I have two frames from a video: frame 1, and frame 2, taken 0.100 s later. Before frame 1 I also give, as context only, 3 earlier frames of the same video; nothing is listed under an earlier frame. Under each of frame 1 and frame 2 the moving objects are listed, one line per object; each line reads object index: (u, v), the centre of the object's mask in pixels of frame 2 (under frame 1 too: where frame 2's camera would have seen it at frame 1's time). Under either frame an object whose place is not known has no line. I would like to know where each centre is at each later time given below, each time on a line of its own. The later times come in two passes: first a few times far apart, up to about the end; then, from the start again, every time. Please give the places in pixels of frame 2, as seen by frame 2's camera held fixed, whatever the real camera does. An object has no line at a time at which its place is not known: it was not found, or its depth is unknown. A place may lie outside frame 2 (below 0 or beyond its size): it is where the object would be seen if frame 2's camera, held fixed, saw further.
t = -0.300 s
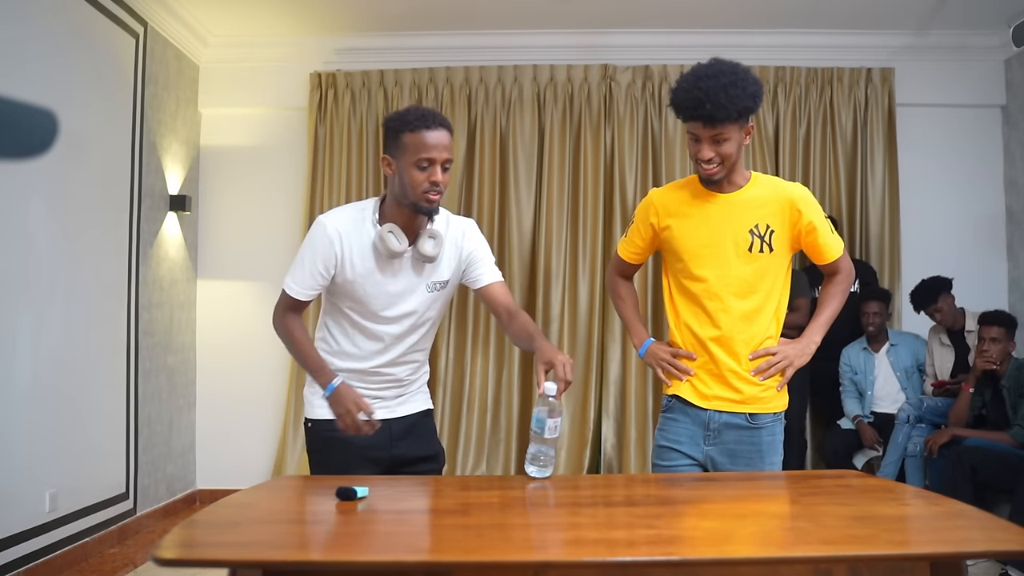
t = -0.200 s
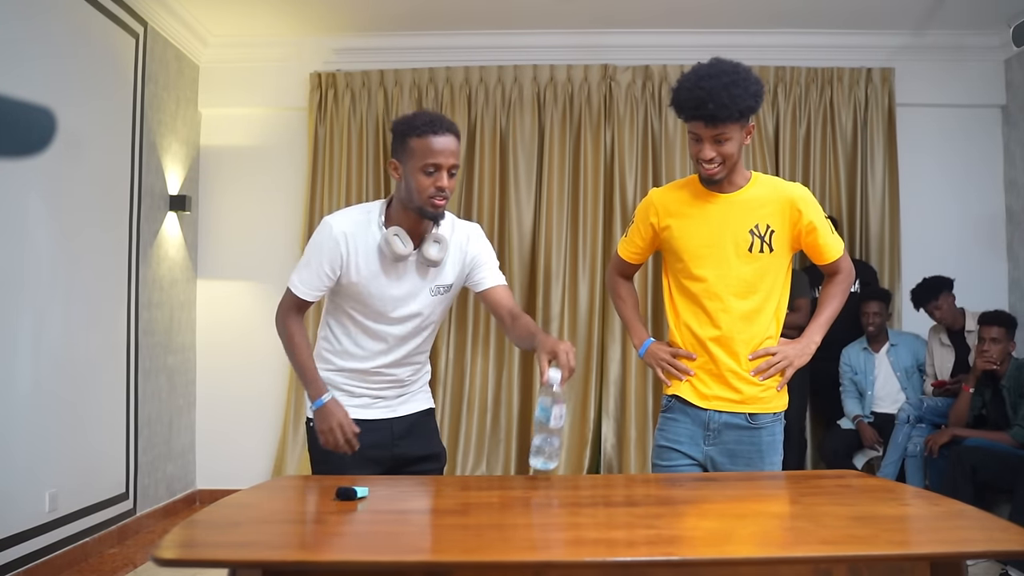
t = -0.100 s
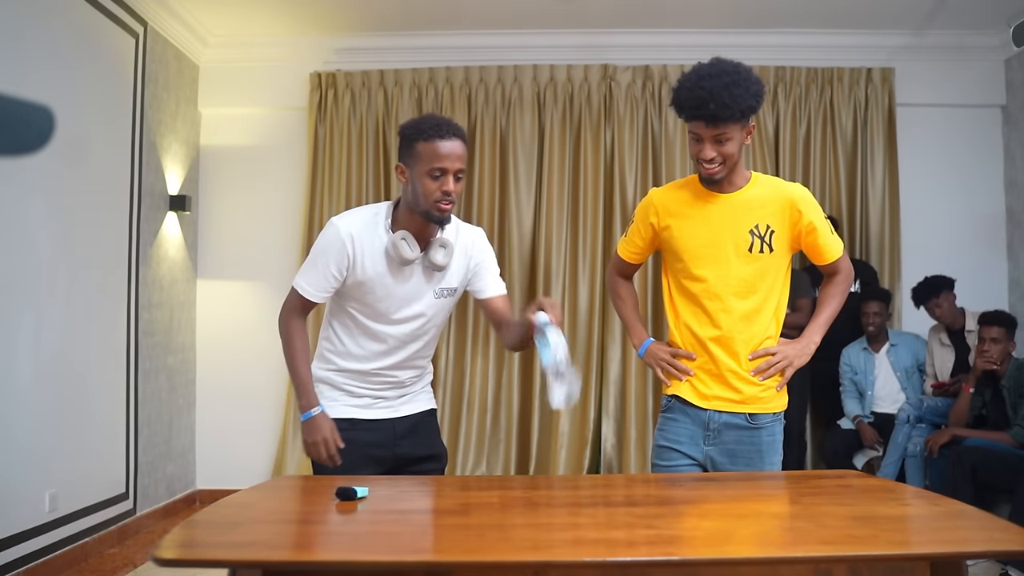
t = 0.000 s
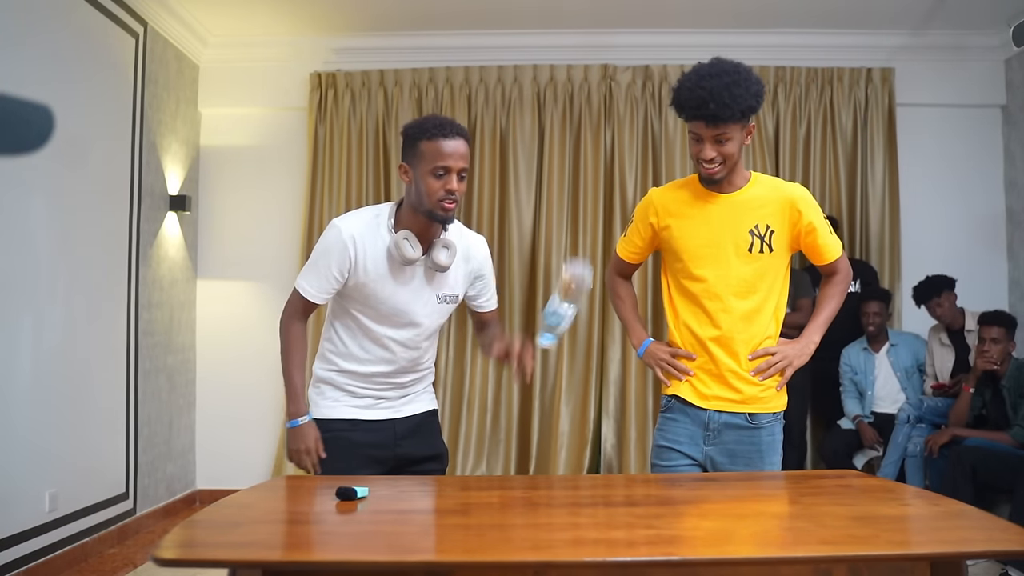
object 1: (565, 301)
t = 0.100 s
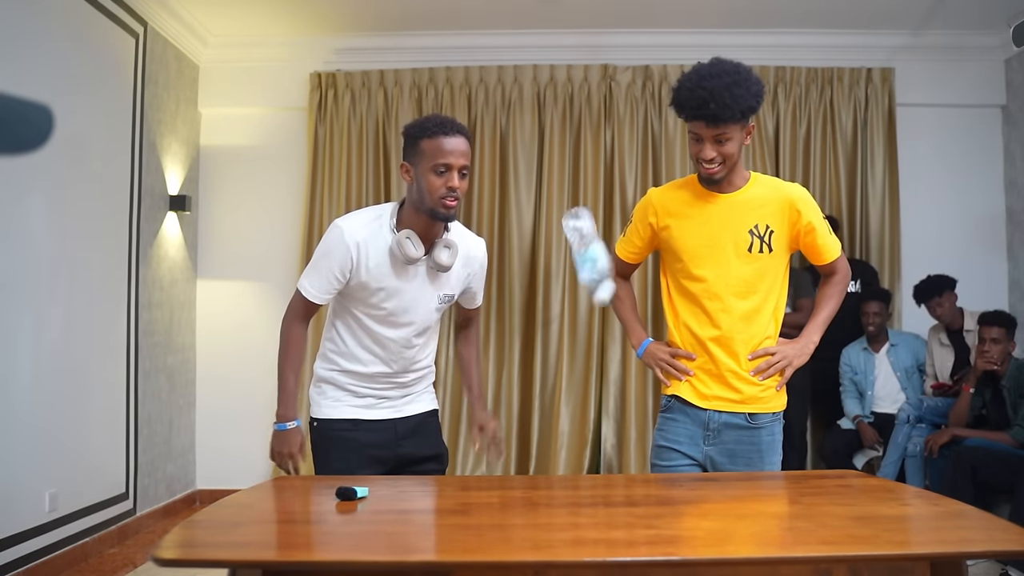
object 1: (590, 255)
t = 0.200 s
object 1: (600, 239)
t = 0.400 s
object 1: (628, 385)
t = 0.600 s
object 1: (663, 480)
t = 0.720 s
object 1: (671, 495)
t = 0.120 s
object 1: (593, 247)
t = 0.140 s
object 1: (595, 241)
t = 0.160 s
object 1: (597, 238)
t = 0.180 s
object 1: (598, 237)
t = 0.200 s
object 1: (600, 239)
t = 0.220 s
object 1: (603, 244)
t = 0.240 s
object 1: (605, 251)
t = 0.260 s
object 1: (608, 260)
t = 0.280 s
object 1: (611, 271)
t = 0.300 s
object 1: (614, 284)
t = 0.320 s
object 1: (617, 298)
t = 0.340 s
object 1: (620, 316)
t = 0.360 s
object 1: (623, 336)
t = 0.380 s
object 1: (625, 360)
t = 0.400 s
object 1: (628, 385)
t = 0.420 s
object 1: (630, 414)
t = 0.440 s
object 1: (633, 443)
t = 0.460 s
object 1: (637, 453)
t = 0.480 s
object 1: (642, 454)
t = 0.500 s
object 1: (646, 456)
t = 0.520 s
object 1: (649, 458)
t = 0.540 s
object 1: (652, 461)
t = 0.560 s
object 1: (655, 466)
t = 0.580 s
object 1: (659, 472)
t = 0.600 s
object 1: (663, 480)
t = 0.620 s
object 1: (666, 490)
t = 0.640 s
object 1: (667, 493)
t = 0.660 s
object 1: (668, 491)
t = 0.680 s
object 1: (669, 494)
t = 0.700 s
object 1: (671, 494)
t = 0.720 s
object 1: (671, 495)
